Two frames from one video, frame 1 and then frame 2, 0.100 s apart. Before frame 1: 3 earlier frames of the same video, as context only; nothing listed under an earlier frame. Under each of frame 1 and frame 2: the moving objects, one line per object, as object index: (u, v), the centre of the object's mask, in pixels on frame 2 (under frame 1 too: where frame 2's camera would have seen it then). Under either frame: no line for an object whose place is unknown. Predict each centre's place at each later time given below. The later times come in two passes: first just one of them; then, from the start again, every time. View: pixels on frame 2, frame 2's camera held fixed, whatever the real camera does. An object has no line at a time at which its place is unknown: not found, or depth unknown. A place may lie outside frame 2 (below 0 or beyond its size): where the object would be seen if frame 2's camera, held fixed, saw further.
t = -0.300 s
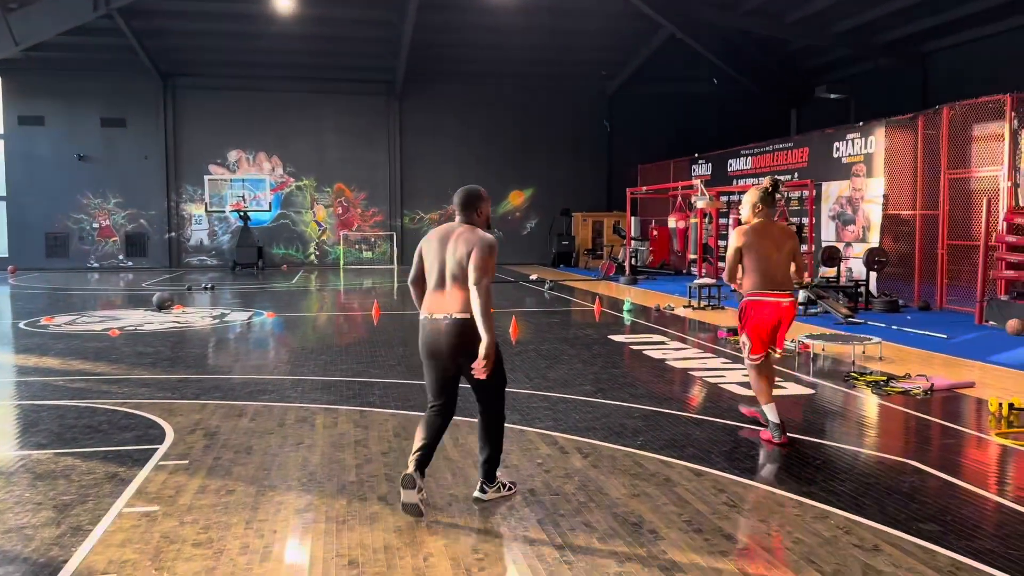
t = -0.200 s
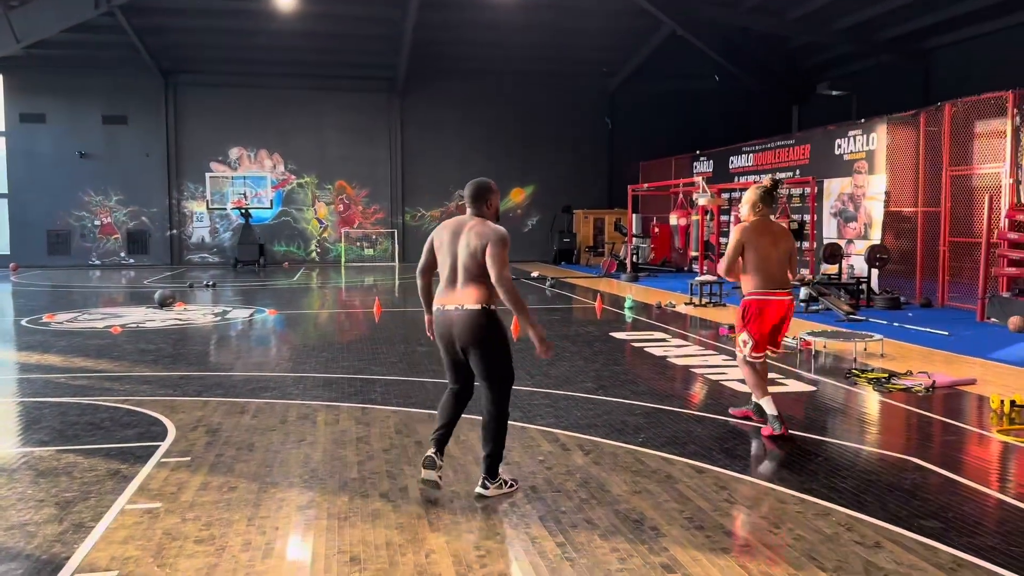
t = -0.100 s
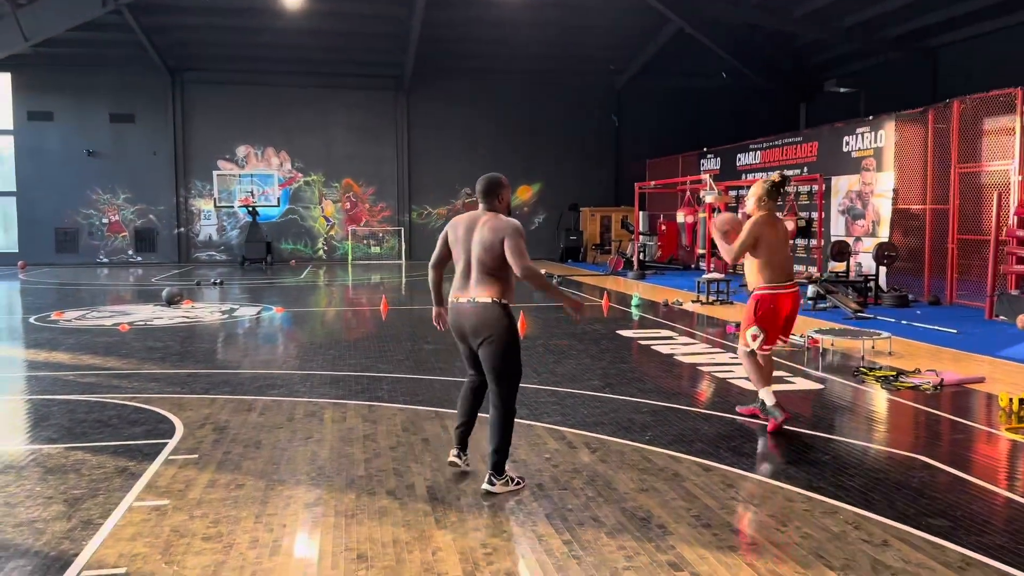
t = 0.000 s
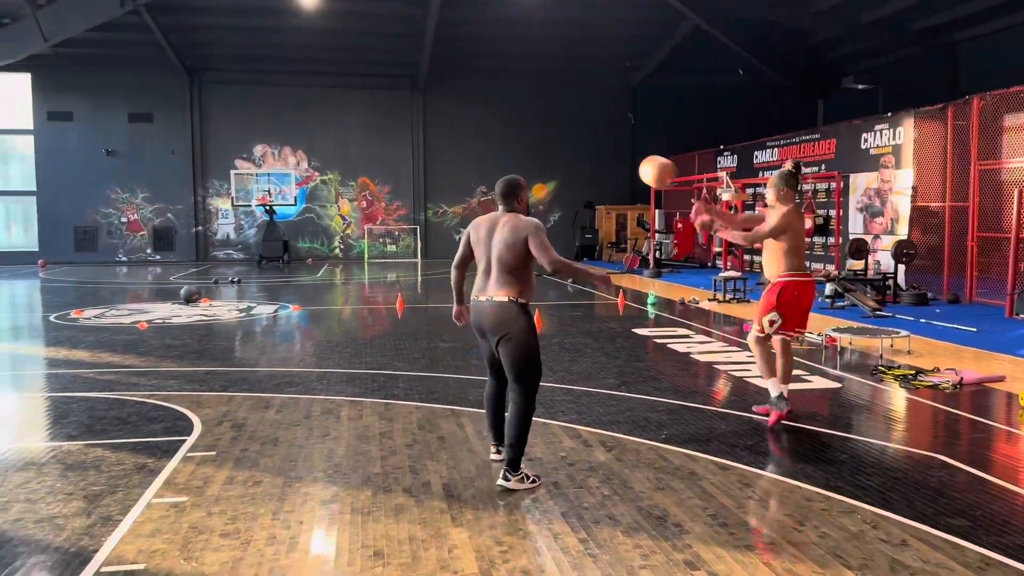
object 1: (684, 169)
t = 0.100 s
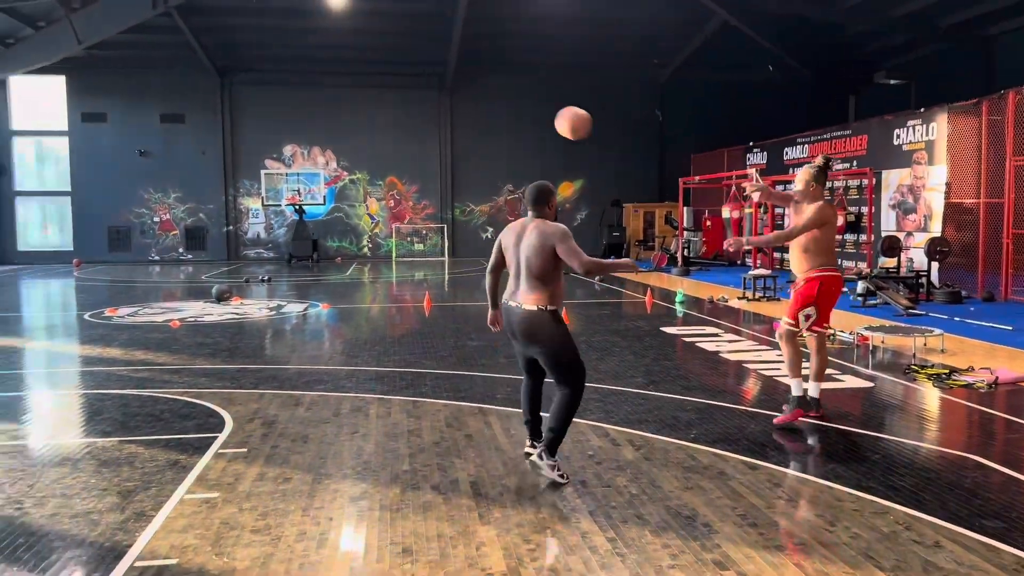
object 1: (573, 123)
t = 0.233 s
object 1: (432, 79)
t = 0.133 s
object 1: (536, 110)
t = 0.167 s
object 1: (500, 98)
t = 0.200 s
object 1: (466, 88)
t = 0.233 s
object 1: (432, 79)
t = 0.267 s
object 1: (399, 72)
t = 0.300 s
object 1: (367, 66)
